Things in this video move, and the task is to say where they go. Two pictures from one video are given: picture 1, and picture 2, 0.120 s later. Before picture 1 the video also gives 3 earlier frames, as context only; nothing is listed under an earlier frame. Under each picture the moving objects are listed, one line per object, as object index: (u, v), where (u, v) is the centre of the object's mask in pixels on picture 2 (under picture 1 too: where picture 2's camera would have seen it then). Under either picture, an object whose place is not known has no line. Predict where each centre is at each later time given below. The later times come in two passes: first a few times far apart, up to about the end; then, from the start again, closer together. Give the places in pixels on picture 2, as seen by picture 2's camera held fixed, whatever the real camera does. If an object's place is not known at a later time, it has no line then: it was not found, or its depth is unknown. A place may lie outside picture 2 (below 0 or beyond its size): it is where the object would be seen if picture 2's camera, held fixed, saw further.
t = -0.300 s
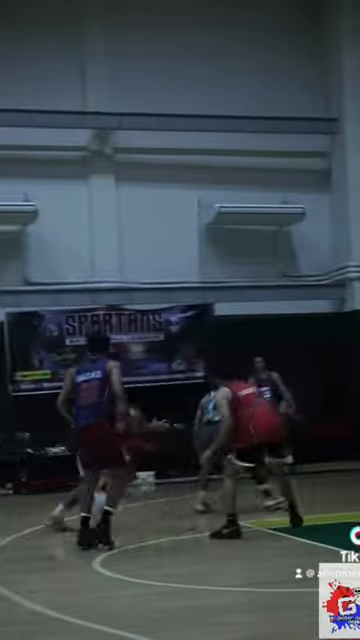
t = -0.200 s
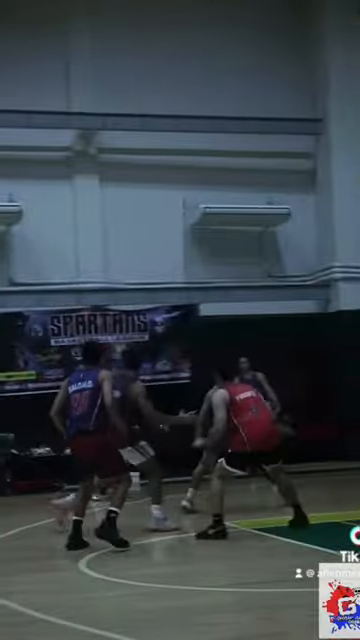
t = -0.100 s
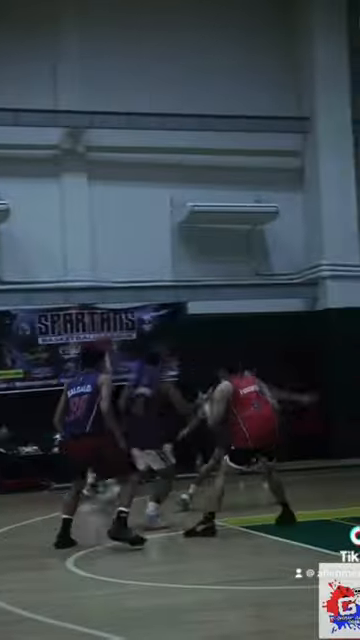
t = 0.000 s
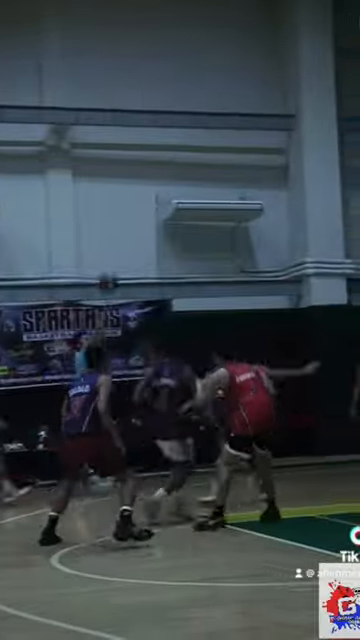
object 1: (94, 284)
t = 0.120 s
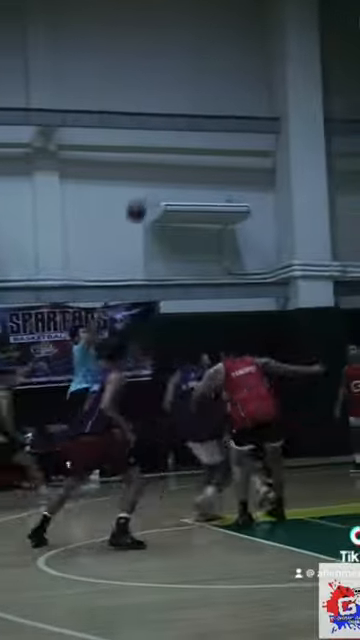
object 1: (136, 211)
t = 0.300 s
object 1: (202, 121)
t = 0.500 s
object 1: (278, 47)
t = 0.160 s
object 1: (151, 187)
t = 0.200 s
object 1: (164, 168)
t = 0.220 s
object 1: (173, 158)
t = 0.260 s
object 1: (187, 139)
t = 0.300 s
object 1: (202, 121)
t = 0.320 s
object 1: (208, 112)
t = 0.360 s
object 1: (224, 95)
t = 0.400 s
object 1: (240, 78)
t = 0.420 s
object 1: (248, 69)
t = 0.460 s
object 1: (263, 58)
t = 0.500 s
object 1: (278, 47)
